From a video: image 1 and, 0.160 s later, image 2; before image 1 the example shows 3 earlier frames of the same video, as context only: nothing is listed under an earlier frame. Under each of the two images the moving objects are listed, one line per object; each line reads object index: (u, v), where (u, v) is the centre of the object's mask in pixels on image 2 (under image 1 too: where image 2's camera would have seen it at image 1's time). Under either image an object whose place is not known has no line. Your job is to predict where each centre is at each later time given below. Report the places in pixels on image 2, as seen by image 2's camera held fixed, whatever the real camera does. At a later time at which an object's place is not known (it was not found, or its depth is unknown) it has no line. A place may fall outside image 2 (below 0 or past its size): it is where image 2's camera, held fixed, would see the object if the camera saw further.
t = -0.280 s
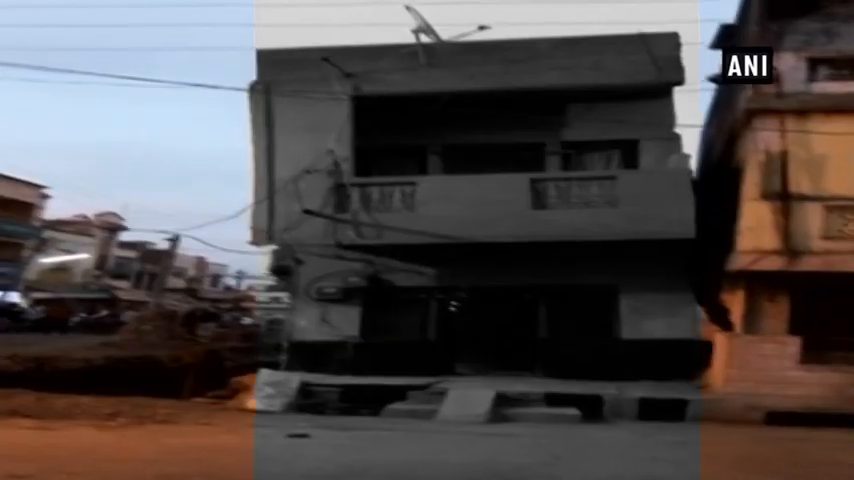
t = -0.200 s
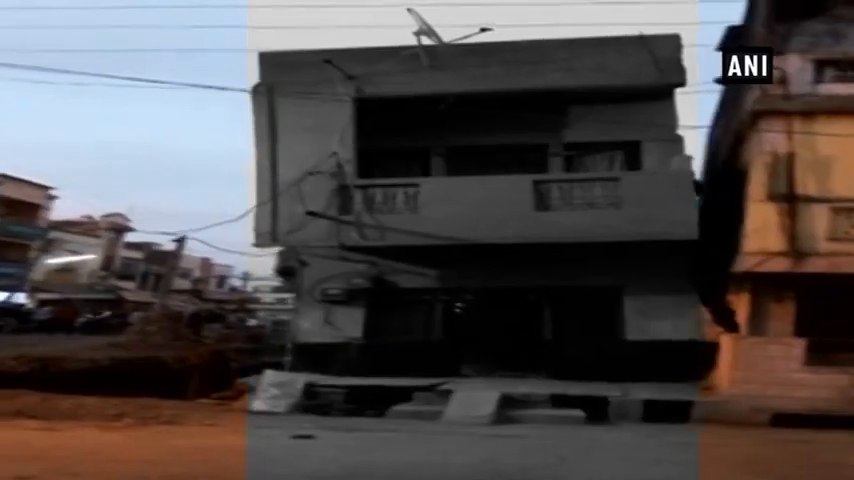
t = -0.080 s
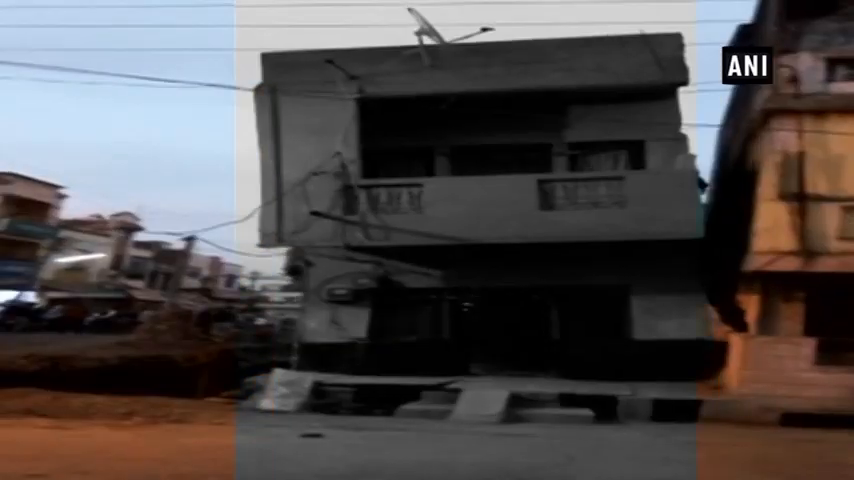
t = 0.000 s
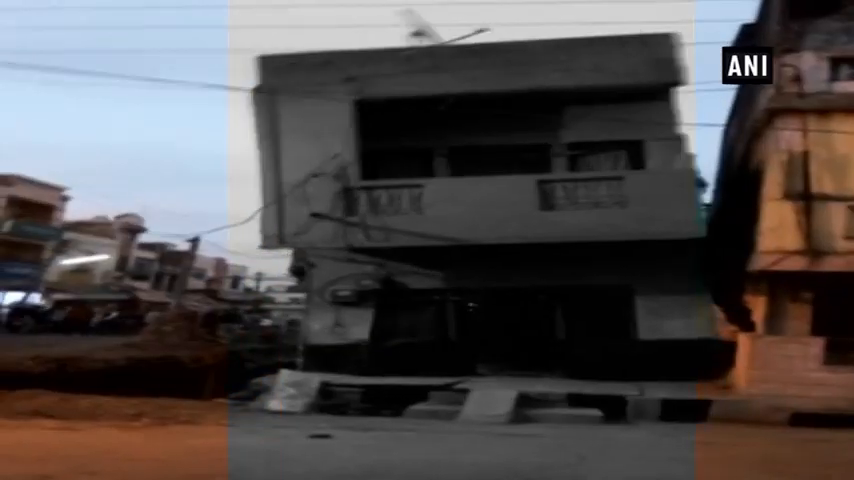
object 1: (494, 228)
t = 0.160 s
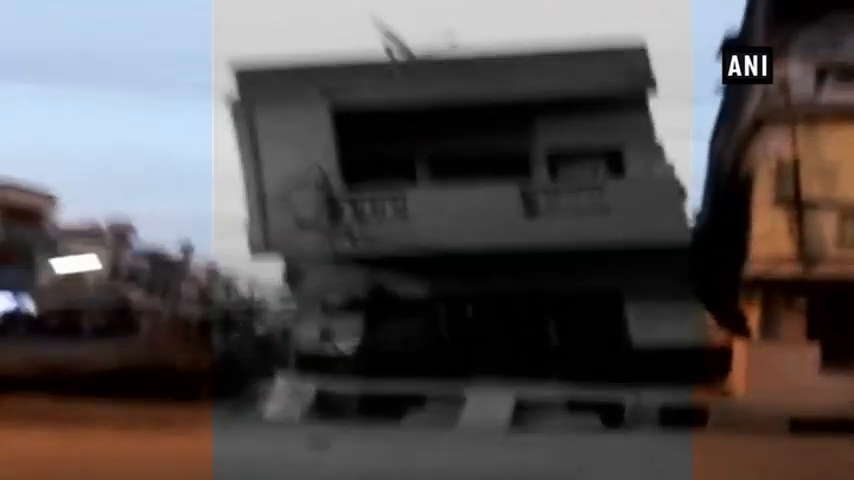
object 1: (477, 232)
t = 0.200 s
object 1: (471, 228)
